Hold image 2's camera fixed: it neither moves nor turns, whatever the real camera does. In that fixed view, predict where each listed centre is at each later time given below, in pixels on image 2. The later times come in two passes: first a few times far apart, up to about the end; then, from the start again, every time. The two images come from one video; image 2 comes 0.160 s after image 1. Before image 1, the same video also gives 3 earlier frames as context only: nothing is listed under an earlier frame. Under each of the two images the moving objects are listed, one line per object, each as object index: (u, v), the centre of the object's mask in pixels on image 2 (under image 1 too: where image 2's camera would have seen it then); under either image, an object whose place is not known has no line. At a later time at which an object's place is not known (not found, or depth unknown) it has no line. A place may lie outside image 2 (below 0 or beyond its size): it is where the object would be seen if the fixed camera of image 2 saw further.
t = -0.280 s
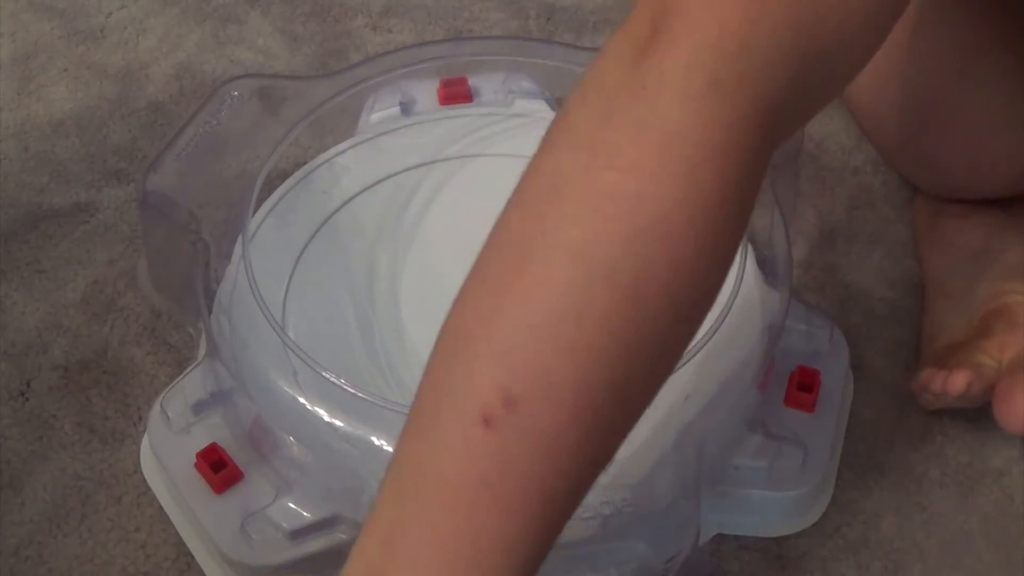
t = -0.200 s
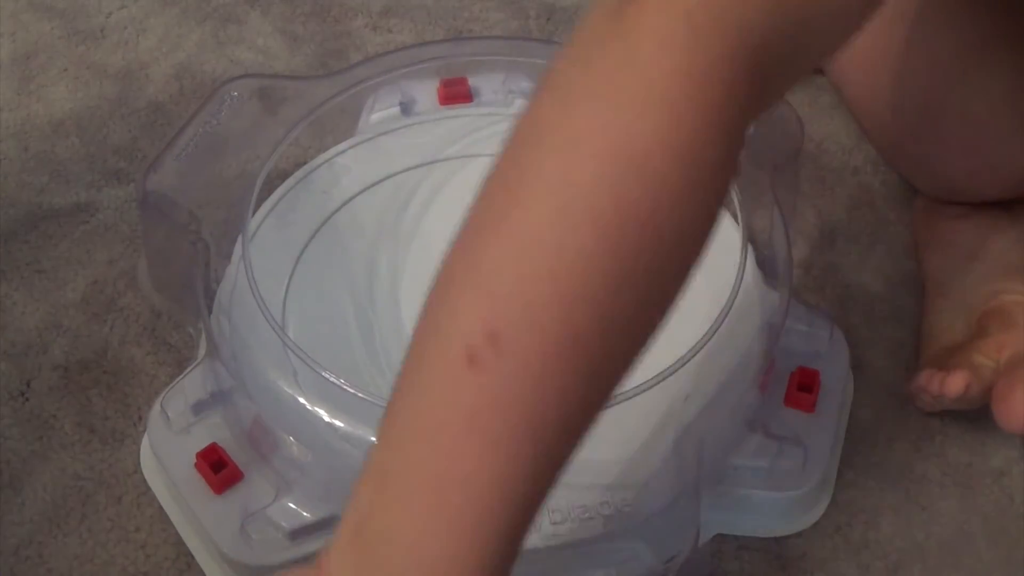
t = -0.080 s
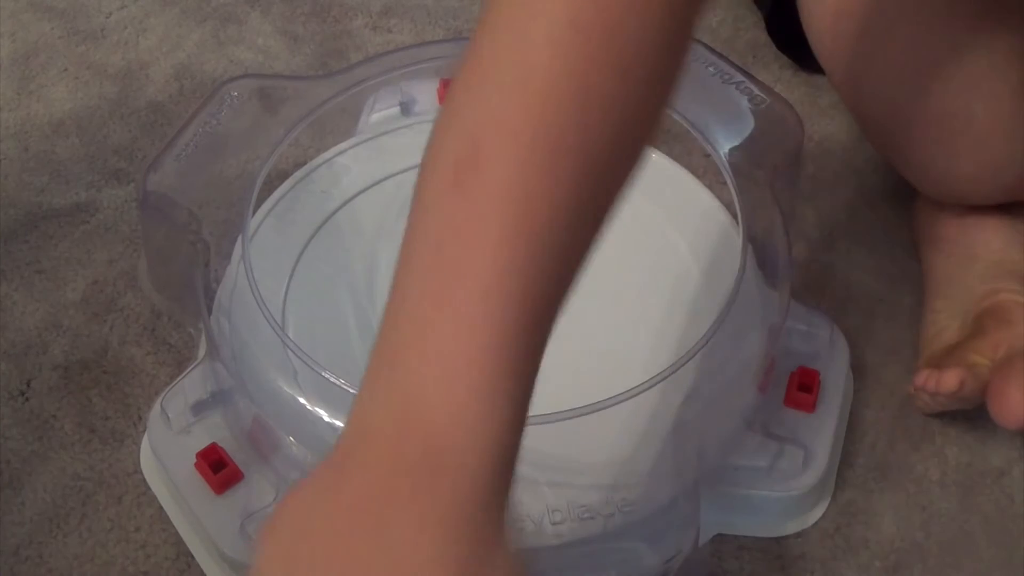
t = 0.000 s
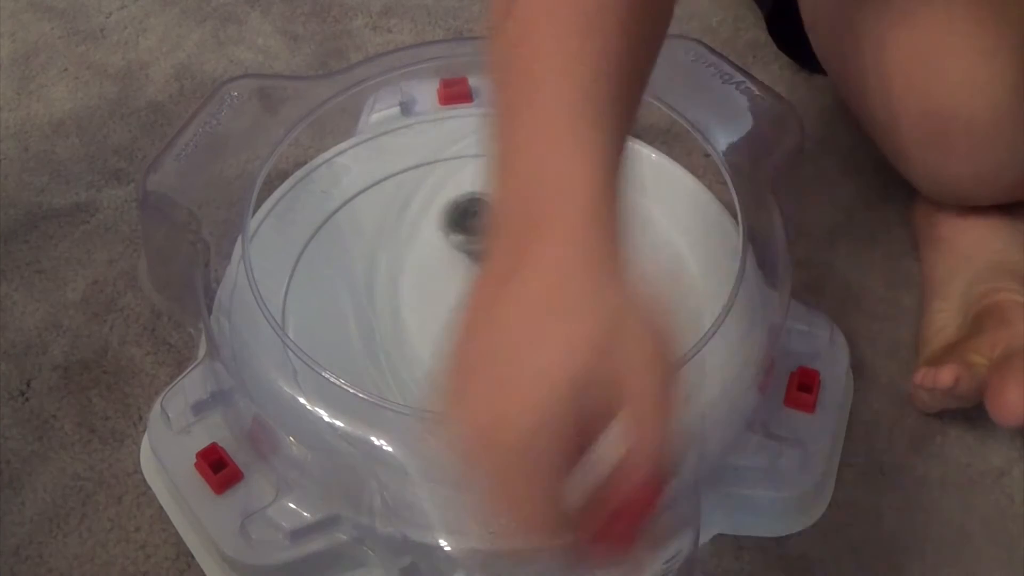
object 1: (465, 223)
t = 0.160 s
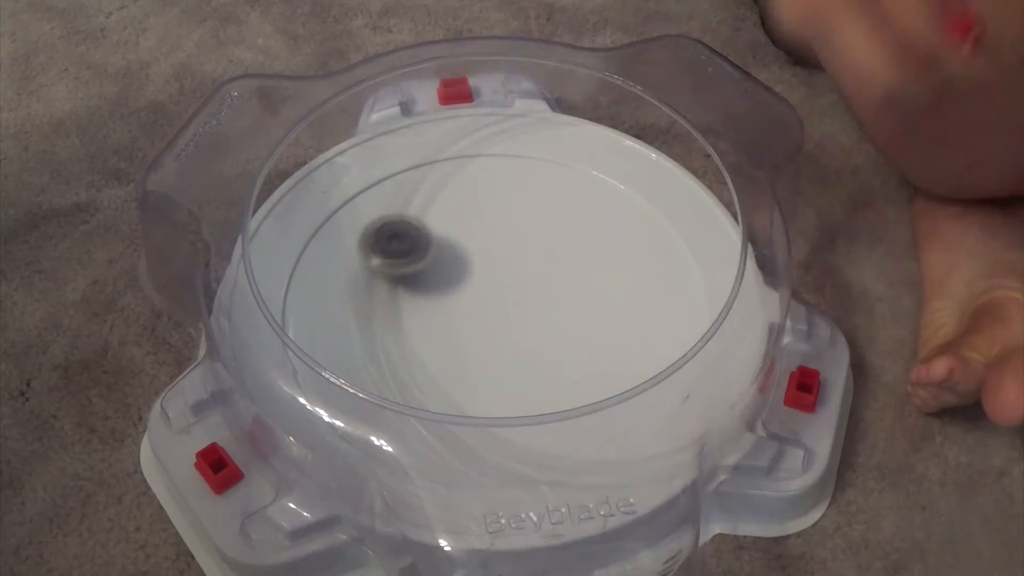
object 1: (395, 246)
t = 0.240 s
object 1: (375, 275)
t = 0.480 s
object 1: (423, 376)
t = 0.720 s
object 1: (575, 358)
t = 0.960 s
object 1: (580, 257)
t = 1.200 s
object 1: (476, 203)
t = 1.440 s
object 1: (386, 274)
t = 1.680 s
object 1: (446, 378)
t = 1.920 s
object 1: (577, 367)
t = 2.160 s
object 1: (590, 274)
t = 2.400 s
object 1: (474, 228)
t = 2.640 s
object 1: (386, 287)
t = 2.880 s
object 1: (429, 376)
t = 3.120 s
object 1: (560, 366)
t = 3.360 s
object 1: (572, 266)
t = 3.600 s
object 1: (481, 212)
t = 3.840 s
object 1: (393, 263)
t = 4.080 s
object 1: (431, 361)
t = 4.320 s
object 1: (562, 371)
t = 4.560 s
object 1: (596, 285)
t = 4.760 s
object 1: (520, 236)
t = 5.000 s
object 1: (412, 262)
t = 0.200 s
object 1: (383, 261)
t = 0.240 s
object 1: (375, 275)
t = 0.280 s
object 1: (372, 293)
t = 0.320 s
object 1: (372, 312)
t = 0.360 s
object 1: (378, 331)
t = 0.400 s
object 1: (387, 350)
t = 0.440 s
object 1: (403, 365)
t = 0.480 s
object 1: (423, 376)
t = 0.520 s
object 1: (448, 384)
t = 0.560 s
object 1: (475, 387)
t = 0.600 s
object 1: (503, 386)
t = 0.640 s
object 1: (529, 382)
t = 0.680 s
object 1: (553, 370)
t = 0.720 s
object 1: (575, 358)
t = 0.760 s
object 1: (588, 343)
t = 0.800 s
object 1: (596, 324)
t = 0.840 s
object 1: (598, 306)
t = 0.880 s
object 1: (595, 289)
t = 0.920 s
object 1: (589, 273)
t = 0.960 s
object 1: (580, 257)
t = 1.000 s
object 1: (568, 243)
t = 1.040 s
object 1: (554, 230)
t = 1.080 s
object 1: (536, 219)
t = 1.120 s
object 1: (517, 210)
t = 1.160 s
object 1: (497, 205)
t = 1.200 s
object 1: (476, 203)
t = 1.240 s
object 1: (454, 206)
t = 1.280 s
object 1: (433, 213)
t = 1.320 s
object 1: (415, 224)
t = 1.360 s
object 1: (401, 238)
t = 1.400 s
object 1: (391, 255)
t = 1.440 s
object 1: (386, 274)
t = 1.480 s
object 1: (385, 293)
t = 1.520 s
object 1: (390, 312)
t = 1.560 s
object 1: (397, 331)
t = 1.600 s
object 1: (410, 350)
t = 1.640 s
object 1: (426, 366)
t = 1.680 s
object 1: (446, 378)
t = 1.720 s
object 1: (467, 384)
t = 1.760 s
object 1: (489, 388)
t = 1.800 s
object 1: (513, 388)
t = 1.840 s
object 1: (536, 384)
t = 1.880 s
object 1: (558, 377)
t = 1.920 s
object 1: (577, 367)
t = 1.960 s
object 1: (594, 357)
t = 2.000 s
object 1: (603, 341)
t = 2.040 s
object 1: (609, 324)
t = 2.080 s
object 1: (608, 306)
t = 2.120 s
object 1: (602, 290)
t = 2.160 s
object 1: (590, 274)
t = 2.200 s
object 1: (576, 260)
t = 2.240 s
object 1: (561, 249)
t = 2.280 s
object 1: (541, 240)
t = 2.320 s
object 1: (519, 233)
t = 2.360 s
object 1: (496, 229)
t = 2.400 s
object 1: (474, 228)
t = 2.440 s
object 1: (453, 231)
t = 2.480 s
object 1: (432, 237)
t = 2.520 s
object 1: (417, 247)
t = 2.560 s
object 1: (403, 260)
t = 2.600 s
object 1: (393, 272)
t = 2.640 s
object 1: (386, 287)
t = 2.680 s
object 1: (383, 302)
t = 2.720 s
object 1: (384, 319)
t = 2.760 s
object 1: (388, 335)
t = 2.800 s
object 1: (397, 351)
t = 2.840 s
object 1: (411, 366)
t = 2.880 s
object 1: (429, 376)
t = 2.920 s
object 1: (450, 384)
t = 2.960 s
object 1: (471, 386)
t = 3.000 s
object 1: (495, 387)
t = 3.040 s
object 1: (519, 383)
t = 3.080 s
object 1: (540, 376)
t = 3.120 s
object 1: (560, 366)
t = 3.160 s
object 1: (576, 350)
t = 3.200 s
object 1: (585, 332)
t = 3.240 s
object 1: (588, 315)
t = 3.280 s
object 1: (586, 298)
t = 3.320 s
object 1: (581, 282)
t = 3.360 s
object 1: (572, 266)
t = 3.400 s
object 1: (562, 253)
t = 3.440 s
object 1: (548, 240)
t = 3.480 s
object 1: (533, 230)
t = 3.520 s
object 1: (516, 221)
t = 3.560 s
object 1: (499, 216)
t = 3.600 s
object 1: (481, 212)
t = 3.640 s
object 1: (462, 213)
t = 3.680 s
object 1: (444, 217)
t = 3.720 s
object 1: (427, 224)
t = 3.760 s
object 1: (411, 235)
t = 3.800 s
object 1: (400, 249)
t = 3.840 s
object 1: (393, 263)
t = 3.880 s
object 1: (389, 280)
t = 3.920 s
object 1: (389, 297)
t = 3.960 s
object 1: (393, 316)
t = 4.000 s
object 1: (403, 333)
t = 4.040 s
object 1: (417, 349)
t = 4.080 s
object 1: (431, 361)
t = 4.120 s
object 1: (452, 373)
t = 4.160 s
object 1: (475, 381)
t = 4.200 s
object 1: (496, 381)
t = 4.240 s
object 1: (518, 381)
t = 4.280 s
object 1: (539, 376)
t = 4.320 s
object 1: (562, 371)
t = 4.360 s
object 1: (578, 360)
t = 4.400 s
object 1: (592, 347)
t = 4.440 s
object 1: (600, 332)
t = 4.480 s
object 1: (603, 316)
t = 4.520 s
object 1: (601, 300)
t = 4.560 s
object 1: (596, 285)
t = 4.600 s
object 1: (585, 271)
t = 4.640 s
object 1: (573, 260)
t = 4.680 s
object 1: (558, 249)
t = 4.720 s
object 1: (539, 241)
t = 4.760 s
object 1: (520, 236)
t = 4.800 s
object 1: (500, 233)
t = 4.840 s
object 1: (479, 233)
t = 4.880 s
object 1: (461, 236)
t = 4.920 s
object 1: (443, 242)
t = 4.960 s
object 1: (426, 250)
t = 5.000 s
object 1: (412, 262)
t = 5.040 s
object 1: (401, 275)
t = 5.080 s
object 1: (395, 289)
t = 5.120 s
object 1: (391, 305)
